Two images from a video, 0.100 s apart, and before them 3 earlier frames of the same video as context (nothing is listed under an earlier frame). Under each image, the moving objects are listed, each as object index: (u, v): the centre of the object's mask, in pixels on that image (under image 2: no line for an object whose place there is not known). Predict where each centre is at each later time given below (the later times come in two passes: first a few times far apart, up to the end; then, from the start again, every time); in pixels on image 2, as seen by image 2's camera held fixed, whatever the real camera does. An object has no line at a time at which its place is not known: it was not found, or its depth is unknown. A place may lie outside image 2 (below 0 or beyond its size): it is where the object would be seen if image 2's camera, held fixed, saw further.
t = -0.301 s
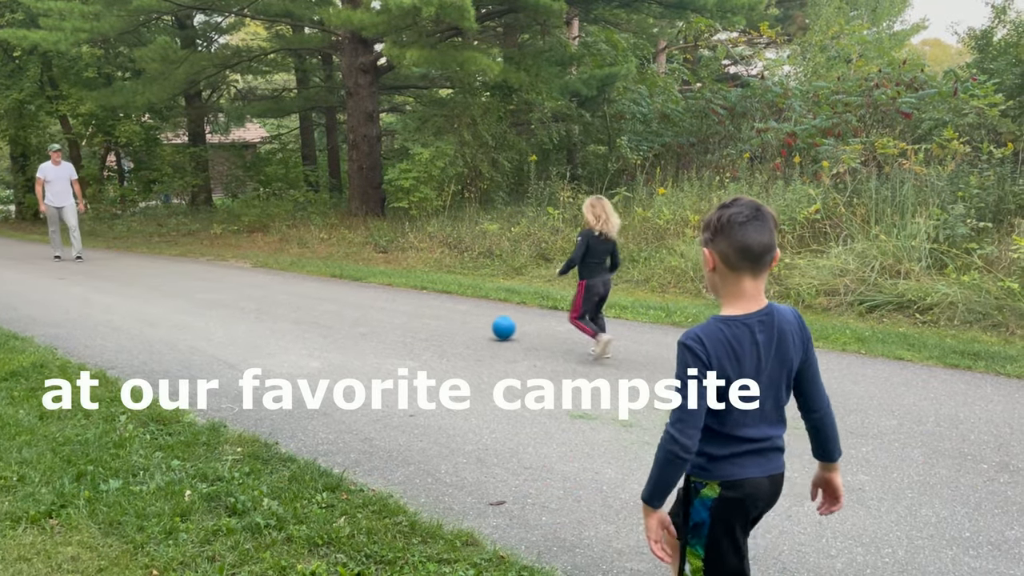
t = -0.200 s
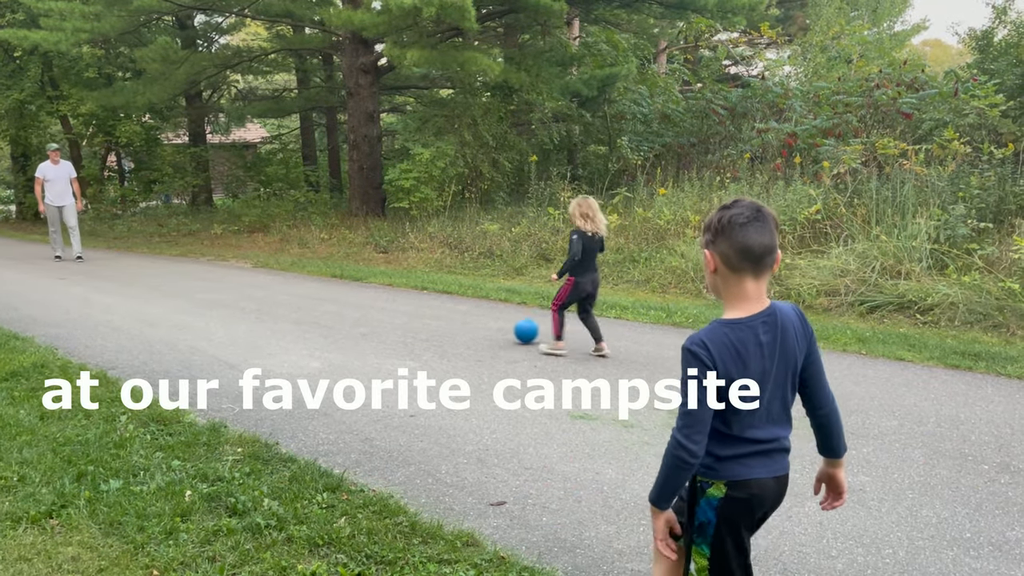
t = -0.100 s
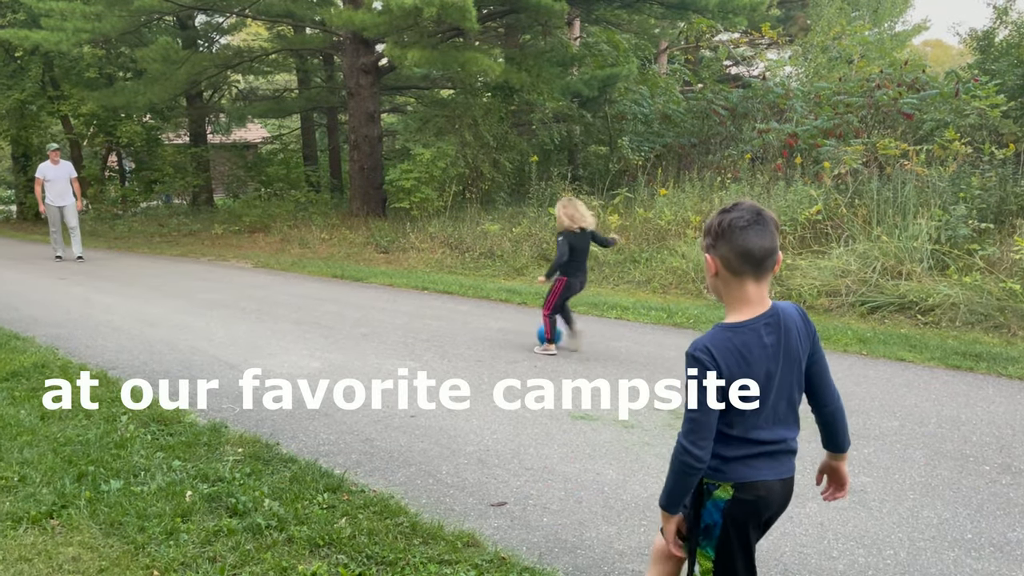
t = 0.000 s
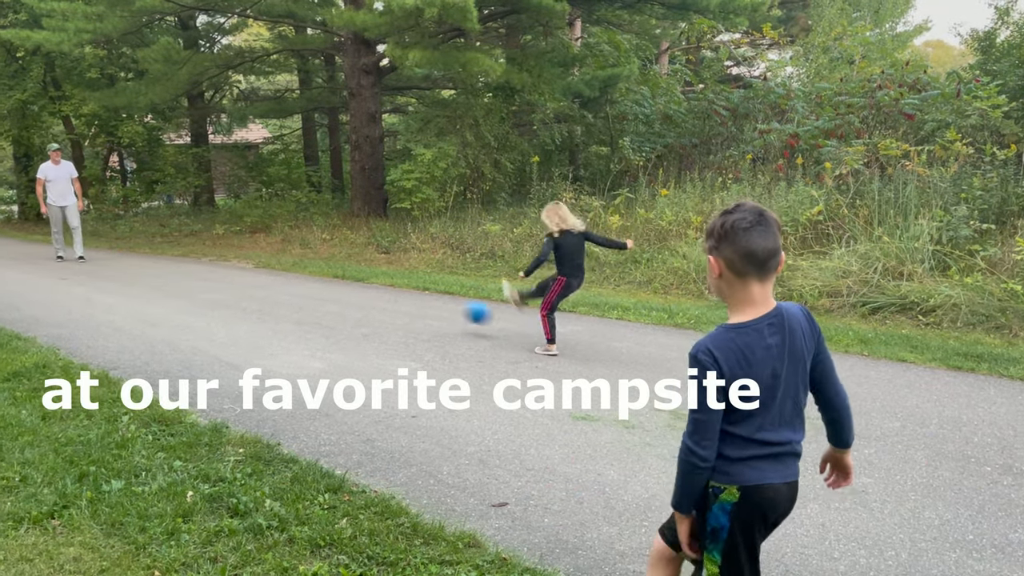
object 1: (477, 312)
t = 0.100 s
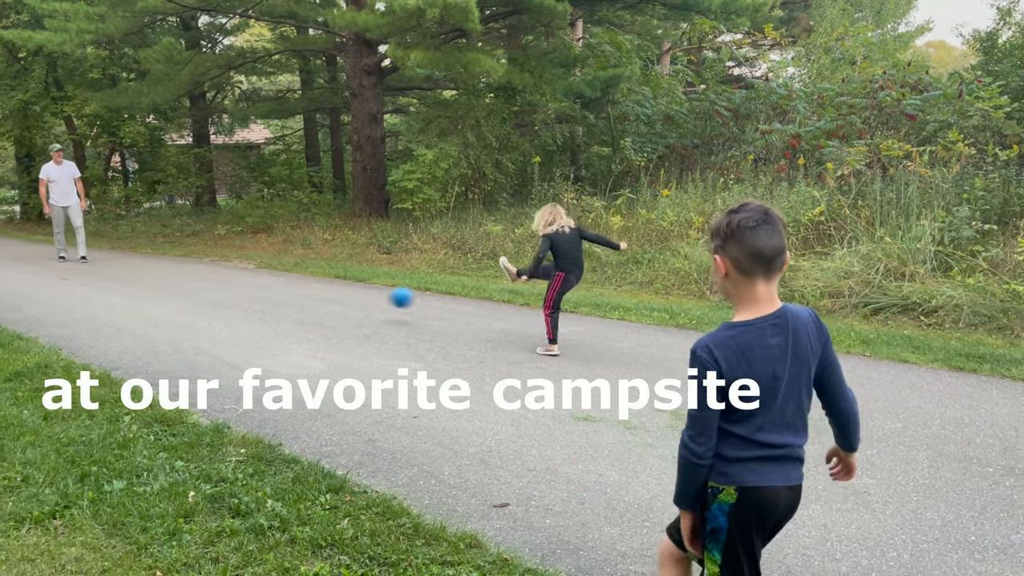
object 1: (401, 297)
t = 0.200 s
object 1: (343, 297)
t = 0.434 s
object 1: (266, 280)
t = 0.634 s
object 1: (224, 281)
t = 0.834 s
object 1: (192, 272)
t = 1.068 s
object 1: (161, 268)
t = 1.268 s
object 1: (138, 266)
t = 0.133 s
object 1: (380, 296)
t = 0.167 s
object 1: (361, 295)
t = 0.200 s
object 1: (343, 297)
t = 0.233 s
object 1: (327, 300)
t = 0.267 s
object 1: (313, 300)
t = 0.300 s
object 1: (302, 294)
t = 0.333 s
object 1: (292, 289)
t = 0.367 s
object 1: (283, 284)
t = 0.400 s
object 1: (275, 281)
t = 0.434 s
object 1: (266, 280)
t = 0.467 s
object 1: (258, 279)
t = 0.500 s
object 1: (251, 280)
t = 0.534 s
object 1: (244, 282)
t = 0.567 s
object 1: (236, 284)
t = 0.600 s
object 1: (230, 285)
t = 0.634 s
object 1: (224, 281)
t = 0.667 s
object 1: (218, 277)
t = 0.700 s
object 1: (213, 274)
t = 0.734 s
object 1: (207, 271)
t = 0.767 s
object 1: (202, 271)
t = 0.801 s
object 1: (197, 271)
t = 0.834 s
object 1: (192, 272)
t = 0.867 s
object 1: (187, 274)
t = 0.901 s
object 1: (183, 277)
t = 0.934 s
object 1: (178, 275)
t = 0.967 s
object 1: (174, 272)
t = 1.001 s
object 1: (169, 270)
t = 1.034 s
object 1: (165, 269)
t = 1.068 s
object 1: (161, 268)
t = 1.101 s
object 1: (157, 269)
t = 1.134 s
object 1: (153, 270)
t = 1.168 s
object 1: (149, 272)
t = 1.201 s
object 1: (145, 269)
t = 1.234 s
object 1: (141, 267)
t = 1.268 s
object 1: (138, 266)
